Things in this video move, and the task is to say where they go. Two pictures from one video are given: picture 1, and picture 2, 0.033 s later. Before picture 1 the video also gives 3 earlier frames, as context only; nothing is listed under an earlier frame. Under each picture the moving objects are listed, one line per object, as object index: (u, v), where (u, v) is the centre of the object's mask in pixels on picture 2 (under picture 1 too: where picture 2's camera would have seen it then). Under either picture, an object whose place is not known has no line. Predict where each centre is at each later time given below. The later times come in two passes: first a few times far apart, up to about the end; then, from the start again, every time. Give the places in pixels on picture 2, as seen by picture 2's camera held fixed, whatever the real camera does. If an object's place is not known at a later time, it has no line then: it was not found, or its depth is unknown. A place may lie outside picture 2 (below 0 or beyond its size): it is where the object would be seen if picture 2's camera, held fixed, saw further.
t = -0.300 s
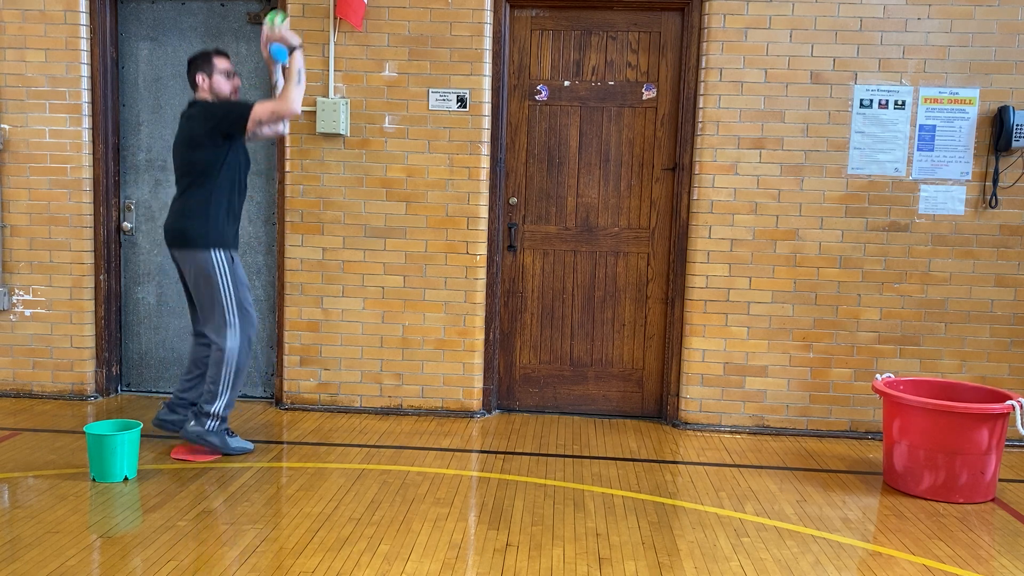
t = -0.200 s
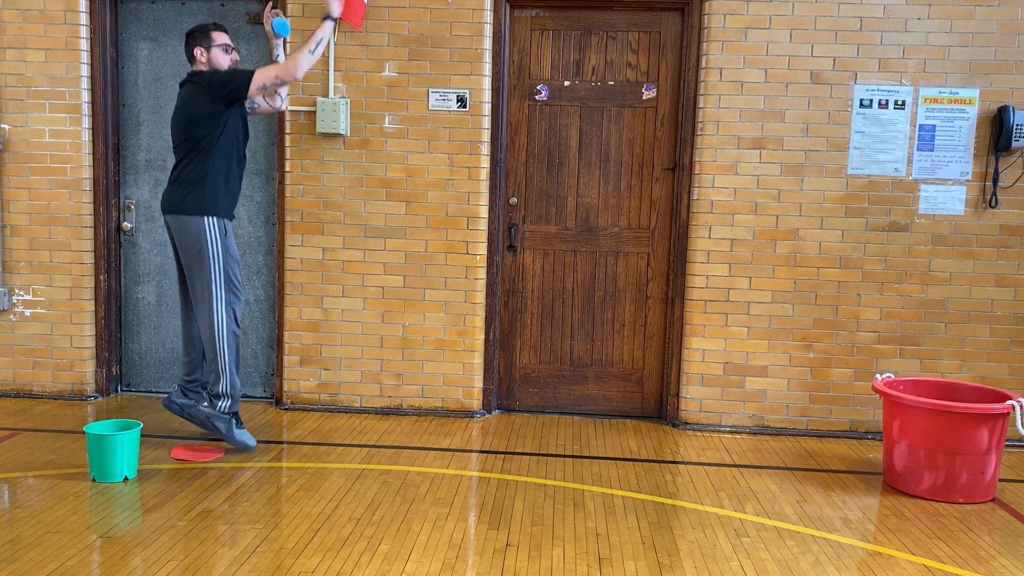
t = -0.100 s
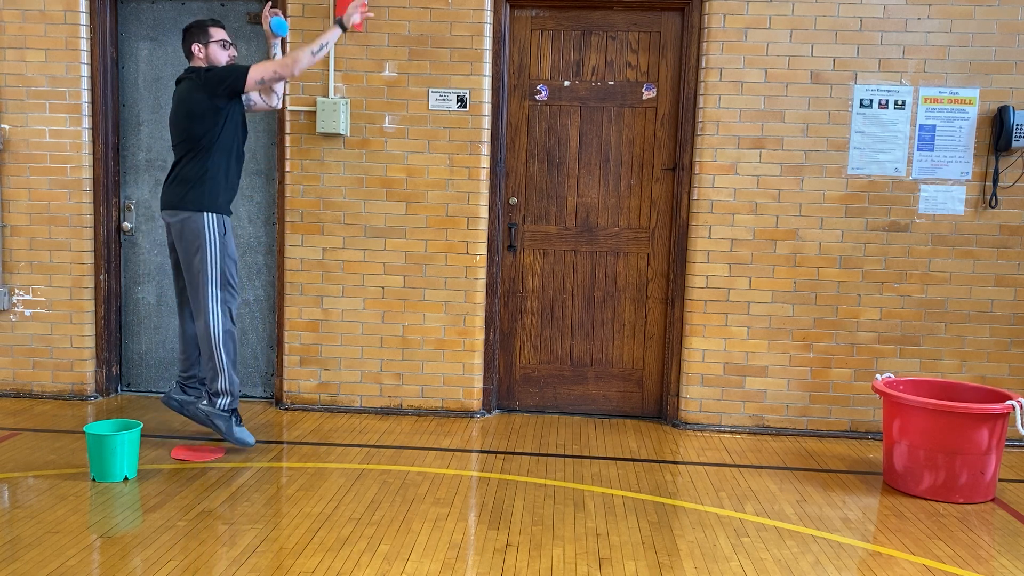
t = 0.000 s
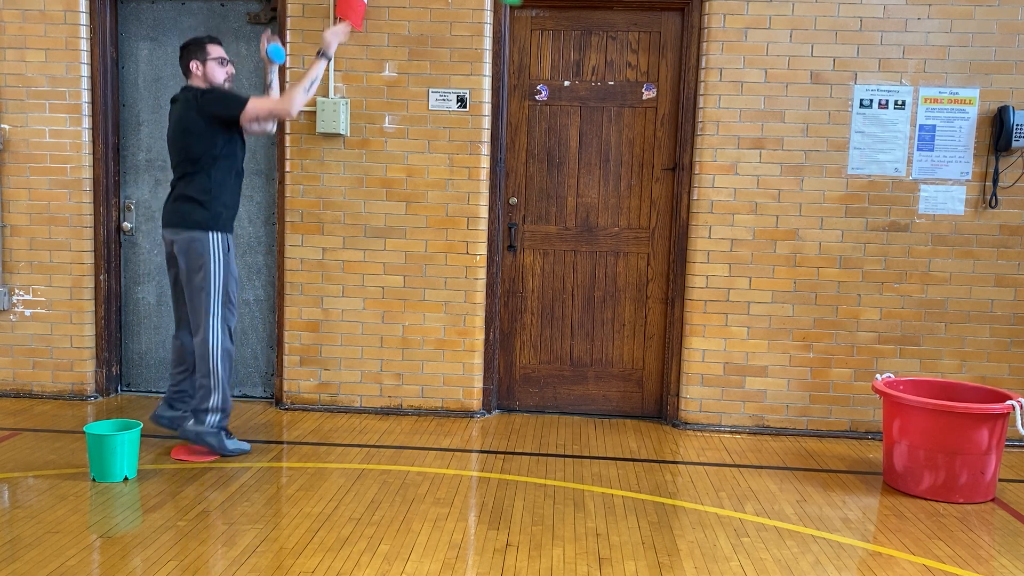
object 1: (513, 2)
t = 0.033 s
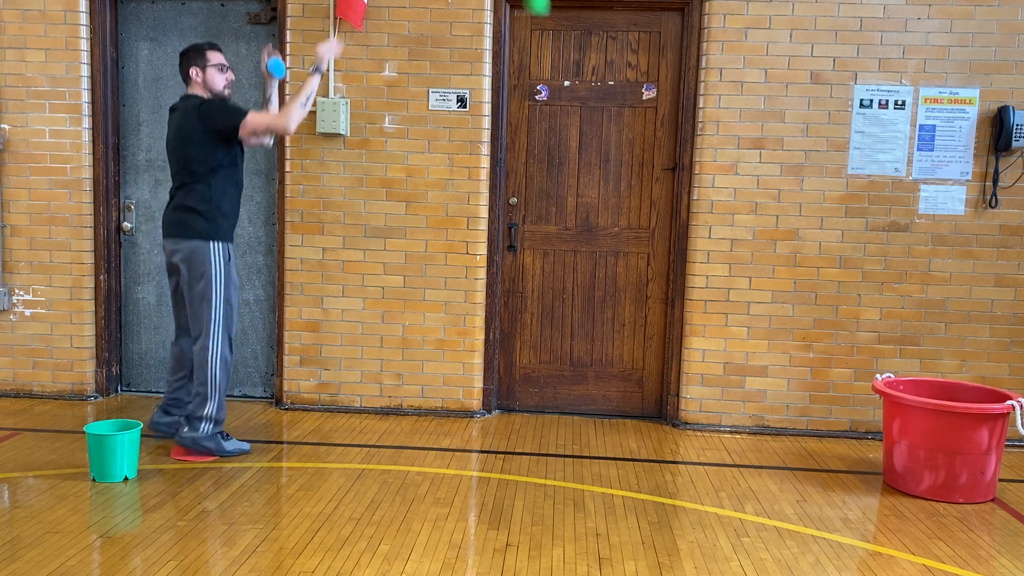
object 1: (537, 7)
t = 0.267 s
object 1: (711, 144)
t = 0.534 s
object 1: (866, 417)
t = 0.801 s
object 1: (802, 415)
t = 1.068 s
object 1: (744, 422)
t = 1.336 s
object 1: (723, 420)
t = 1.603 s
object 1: (724, 432)
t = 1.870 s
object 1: (727, 431)
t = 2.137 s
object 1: (728, 430)
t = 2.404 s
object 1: (726, 432)
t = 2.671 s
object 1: (726, 432)
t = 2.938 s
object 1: (726, 432)
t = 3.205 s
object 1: (726, 432)
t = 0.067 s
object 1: (563, 17)
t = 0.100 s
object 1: (590, 32)
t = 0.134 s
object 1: (615, 51)
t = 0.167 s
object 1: (639, 71)
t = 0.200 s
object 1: (665, 94)
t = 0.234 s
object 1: (687, 118)
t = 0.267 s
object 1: (711, 144)
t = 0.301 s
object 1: (732, 173)
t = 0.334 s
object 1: (754, 202)
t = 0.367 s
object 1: (774, 234)
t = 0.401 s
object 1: (794, 266)
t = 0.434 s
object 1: (813, 302)
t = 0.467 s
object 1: (832, 339)
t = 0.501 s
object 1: (850, 376)
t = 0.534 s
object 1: (866, 417)
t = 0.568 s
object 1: (871, 453)
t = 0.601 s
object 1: (860, 466)
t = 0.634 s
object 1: (850, 450)
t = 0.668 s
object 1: (840, 438)
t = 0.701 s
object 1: (831, 429)
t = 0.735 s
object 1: (821, 422)
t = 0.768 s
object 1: (812, 417)
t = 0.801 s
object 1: (802, 415)
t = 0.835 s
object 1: (794, 415)
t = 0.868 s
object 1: (784, 418)
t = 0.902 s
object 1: (775, 422)
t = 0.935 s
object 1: (765, 428)
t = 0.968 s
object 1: (757, 437)
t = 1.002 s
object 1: (751, 433)
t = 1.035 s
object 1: (748, 427)
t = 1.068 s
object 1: (744, 422)
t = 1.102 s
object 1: (740, 419)
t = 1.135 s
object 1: (735, 419)
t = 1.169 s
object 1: (731, 421)
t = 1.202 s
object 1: (727, 425)
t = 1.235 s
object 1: (723, 425)
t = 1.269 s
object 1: (723, 422)
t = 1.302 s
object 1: (723, 420)
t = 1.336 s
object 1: (723, 420)
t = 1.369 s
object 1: (722, 423)
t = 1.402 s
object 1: (722, 427)
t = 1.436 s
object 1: (722, 426)
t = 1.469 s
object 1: (722, 427)
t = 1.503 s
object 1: (722, 429)
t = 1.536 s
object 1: (722, 430)
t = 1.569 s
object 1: (723, 431)
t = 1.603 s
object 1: (724, 432)
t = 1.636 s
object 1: (725, 432)
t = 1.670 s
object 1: (726, 431)
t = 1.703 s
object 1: (727, 432)
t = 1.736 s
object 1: (727, 431)
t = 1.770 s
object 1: (727, 432)
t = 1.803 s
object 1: (727, 432)
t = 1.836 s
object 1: (727, 431)
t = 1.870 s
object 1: (727, 431)
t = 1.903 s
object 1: (726, 431)
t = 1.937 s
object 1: (726, 431)
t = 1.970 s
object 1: (725, 432)
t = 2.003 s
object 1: (725, 431)
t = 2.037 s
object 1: (726, 431)
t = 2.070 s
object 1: (726, 430)
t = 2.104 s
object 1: (727, 430)
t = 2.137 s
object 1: (728, 430)
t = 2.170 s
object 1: (728, 430)
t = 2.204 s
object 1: (728, 430)
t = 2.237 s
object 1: (727, 431)
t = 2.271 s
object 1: (727, 431)
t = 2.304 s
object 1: (727, 431)
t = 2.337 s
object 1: (726, 431)
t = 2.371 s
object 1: (726, 432)
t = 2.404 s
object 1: (726, 432)
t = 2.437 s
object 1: (726, 432)
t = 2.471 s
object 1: (726, 432)
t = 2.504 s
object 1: (726, 432)
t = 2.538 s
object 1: (726, 432)
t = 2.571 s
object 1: (726, 432)
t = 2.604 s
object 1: (726, 432)
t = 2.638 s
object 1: (726, 432)
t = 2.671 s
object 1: (726, 432)
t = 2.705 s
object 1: (727, 432)
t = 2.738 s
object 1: (727, 432)
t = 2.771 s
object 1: (726, 432)
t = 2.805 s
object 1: (726, 432)
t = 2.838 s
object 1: (726, 432)
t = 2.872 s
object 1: (726, 432)
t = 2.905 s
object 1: (726, 432)
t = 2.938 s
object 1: (726, 432)
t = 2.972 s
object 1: (726, 432)
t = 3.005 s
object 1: (726, 432)
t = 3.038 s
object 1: (726, 432)
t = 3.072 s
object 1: (726, 432)
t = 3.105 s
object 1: (726, 432)
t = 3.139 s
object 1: (726, 432)
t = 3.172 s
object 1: (726, 432)
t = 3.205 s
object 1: (726, 432)
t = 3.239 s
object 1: (726, 432)
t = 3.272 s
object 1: (726, 432)
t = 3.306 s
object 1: (726, 432)
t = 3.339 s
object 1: (726, 432)
